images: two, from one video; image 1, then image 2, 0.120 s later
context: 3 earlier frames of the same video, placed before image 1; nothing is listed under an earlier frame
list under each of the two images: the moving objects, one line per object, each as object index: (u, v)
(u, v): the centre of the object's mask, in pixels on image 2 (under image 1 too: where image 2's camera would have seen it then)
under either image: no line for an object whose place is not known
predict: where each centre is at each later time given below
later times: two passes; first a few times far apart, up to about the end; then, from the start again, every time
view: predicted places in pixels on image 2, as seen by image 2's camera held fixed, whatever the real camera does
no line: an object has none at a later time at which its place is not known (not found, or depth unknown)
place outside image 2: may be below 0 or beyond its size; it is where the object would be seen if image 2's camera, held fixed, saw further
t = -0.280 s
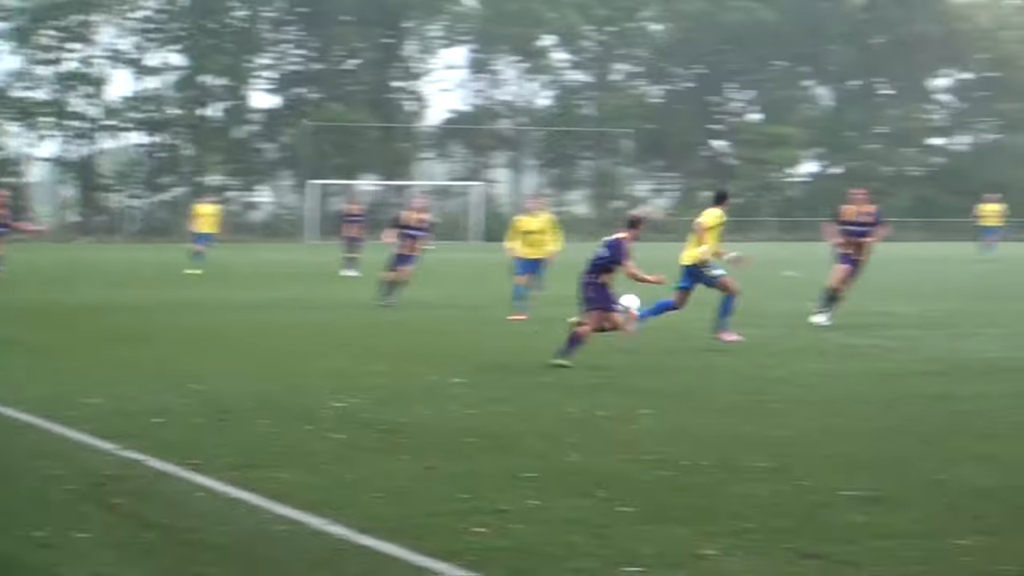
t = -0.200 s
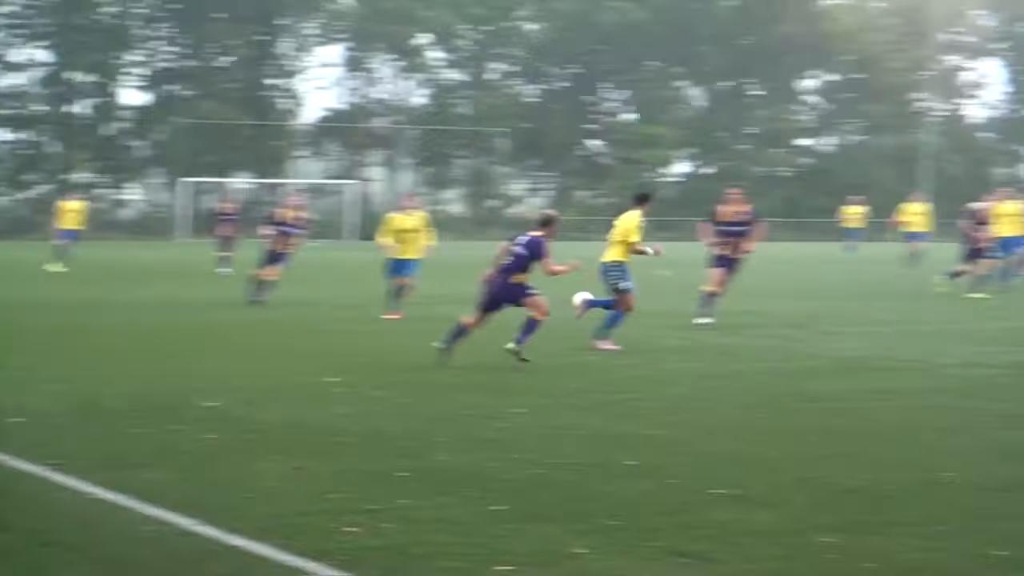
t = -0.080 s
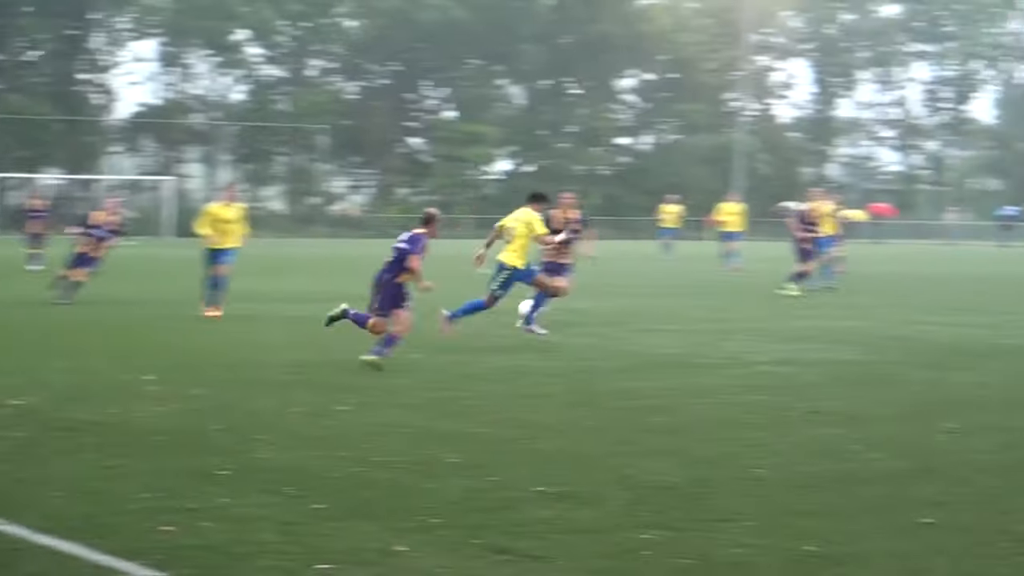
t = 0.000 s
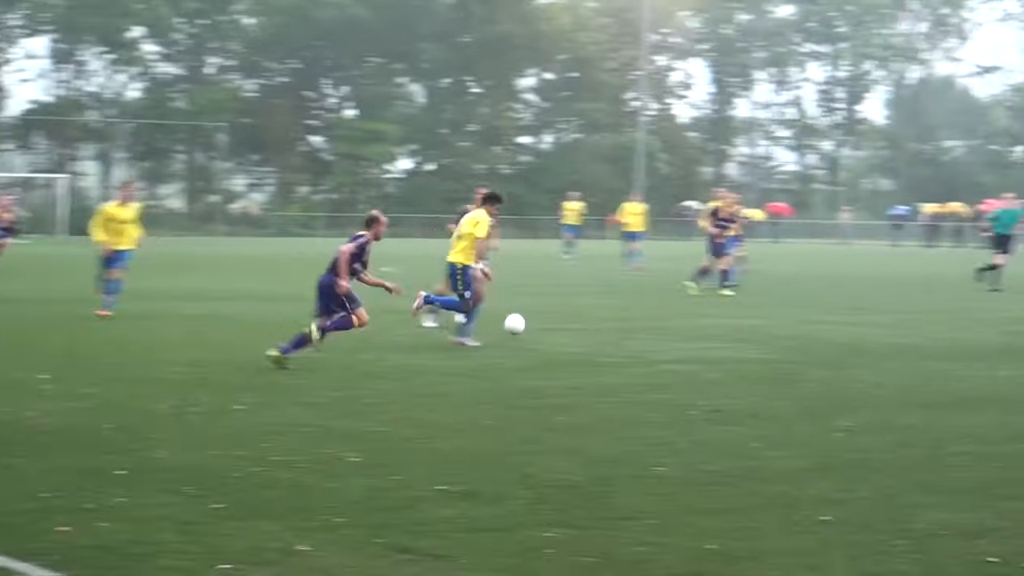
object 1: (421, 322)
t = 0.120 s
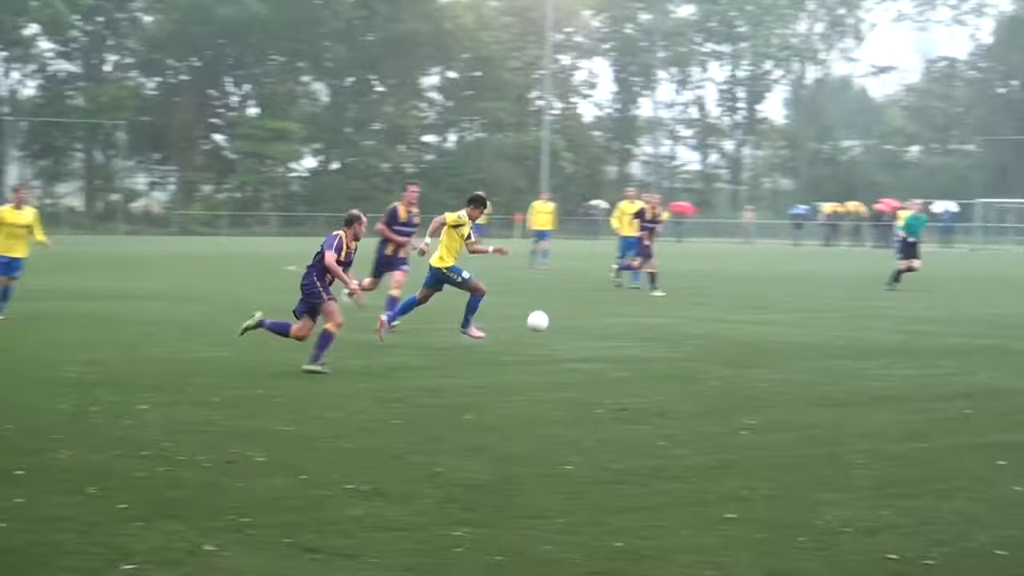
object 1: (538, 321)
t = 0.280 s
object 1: (688, 319)
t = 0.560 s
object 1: (934, 333)
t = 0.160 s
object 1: (575, 318)
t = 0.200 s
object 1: (613, 317)
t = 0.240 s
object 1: (650, 317)
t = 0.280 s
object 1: (688, 319)
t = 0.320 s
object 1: (726, 324)
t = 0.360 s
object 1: (764, 330)
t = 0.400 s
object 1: (803, 339)
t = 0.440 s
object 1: (838, 341)
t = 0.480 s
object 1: (870, 336)
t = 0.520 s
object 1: (902, 334)
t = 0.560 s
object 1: (934, 333)
